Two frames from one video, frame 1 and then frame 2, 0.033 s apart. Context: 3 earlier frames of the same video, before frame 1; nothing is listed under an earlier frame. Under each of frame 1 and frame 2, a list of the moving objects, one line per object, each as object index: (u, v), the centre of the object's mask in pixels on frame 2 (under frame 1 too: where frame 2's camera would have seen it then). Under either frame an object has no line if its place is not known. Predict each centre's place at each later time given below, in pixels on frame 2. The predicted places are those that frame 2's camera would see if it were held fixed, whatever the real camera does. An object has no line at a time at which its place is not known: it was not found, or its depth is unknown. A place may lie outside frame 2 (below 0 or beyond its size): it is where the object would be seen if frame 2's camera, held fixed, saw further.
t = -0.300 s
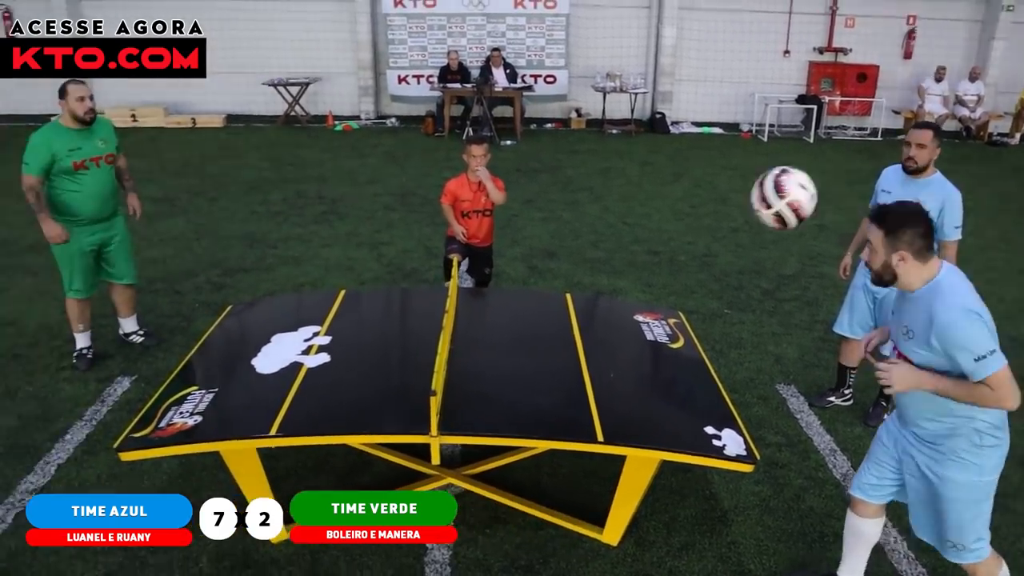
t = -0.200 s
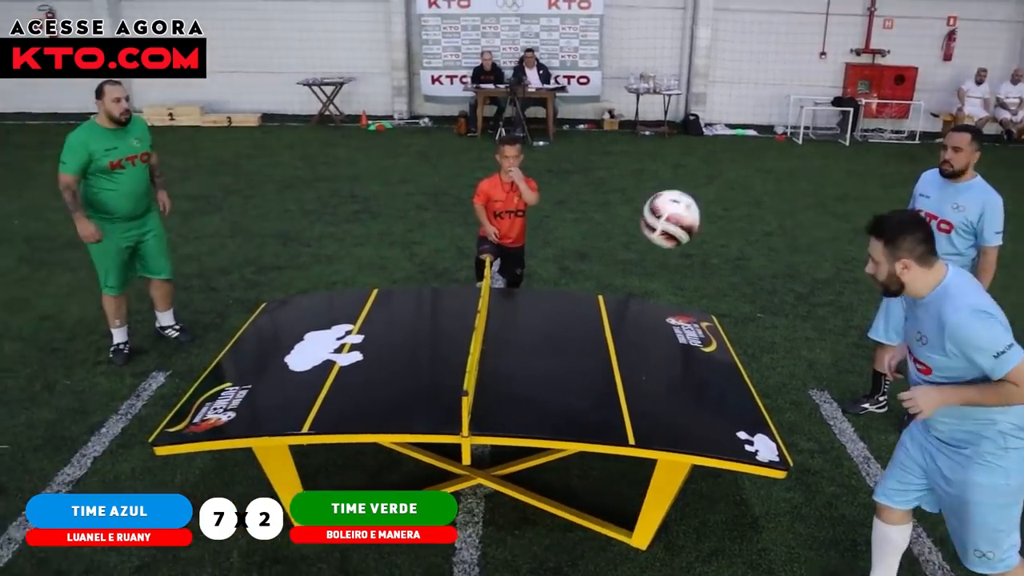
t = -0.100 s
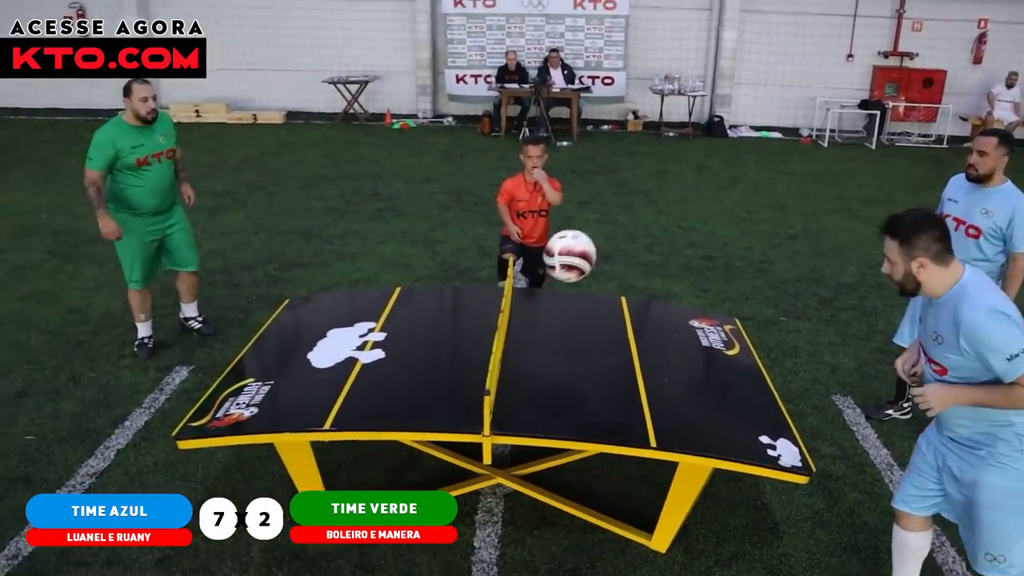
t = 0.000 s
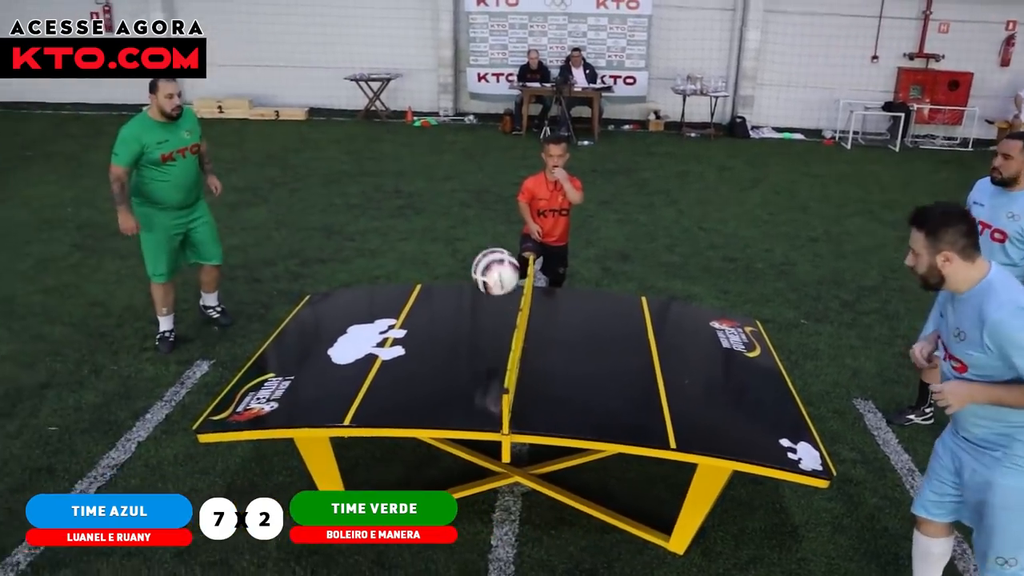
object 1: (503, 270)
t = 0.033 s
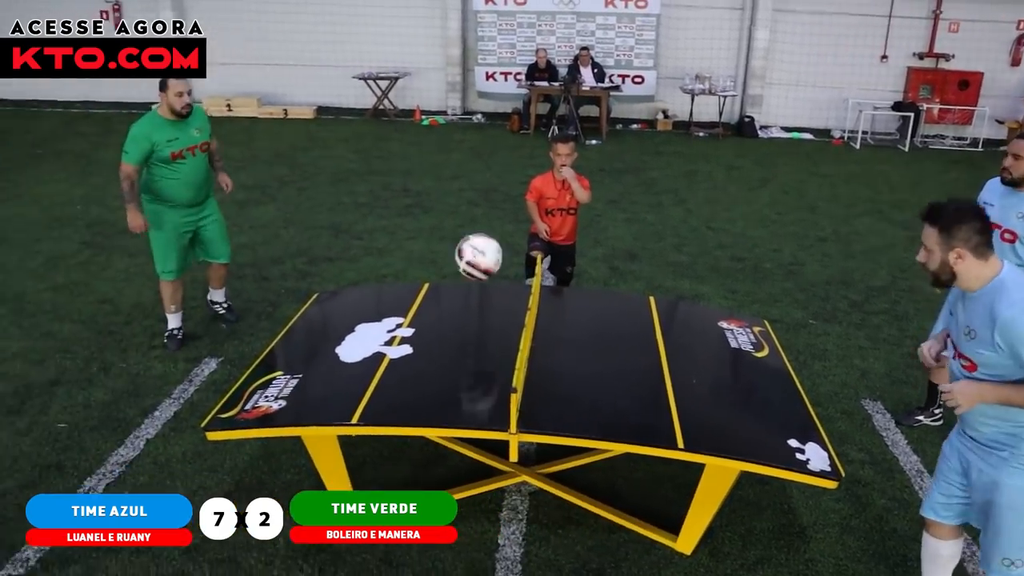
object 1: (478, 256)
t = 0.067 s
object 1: (454, 245)
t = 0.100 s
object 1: (432, 236)
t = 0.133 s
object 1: (409, 230)
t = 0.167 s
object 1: (388, 225)
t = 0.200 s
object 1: (368, 224)
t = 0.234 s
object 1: (347, 223)
